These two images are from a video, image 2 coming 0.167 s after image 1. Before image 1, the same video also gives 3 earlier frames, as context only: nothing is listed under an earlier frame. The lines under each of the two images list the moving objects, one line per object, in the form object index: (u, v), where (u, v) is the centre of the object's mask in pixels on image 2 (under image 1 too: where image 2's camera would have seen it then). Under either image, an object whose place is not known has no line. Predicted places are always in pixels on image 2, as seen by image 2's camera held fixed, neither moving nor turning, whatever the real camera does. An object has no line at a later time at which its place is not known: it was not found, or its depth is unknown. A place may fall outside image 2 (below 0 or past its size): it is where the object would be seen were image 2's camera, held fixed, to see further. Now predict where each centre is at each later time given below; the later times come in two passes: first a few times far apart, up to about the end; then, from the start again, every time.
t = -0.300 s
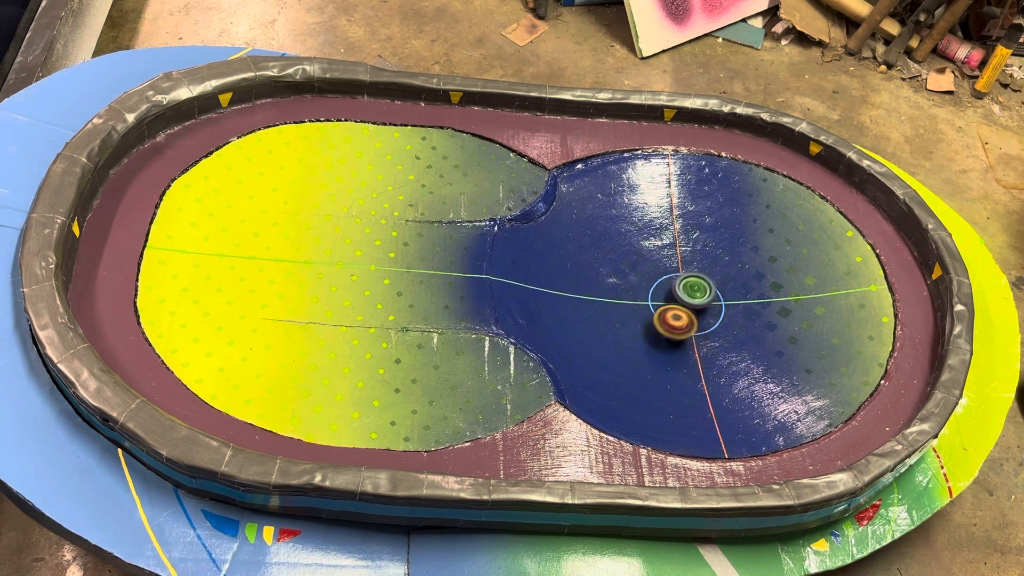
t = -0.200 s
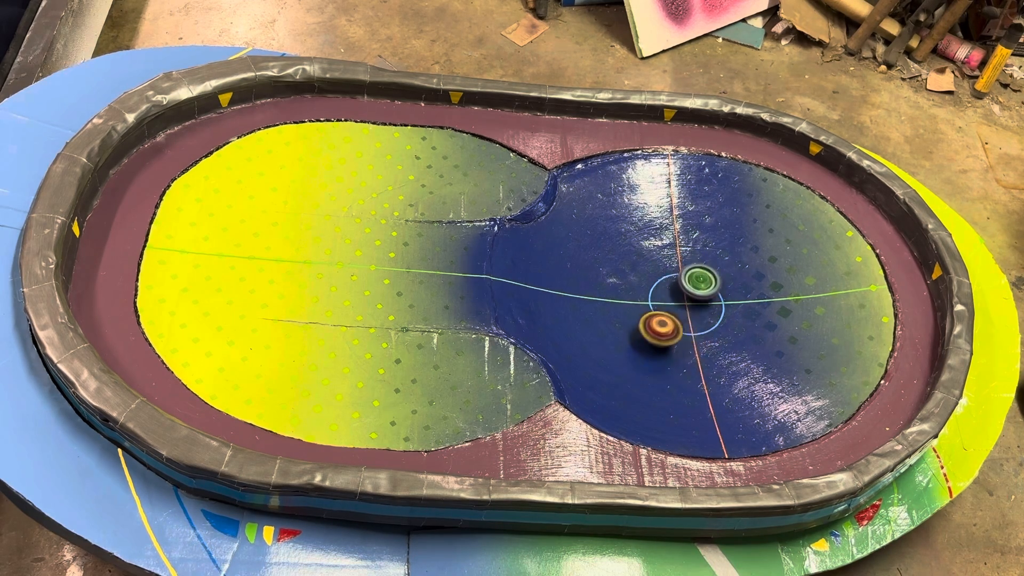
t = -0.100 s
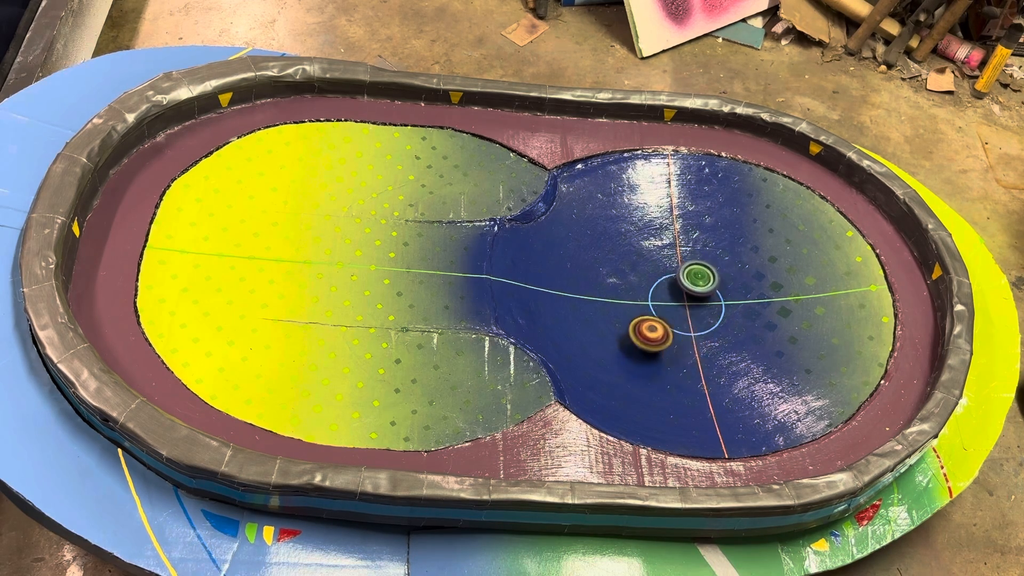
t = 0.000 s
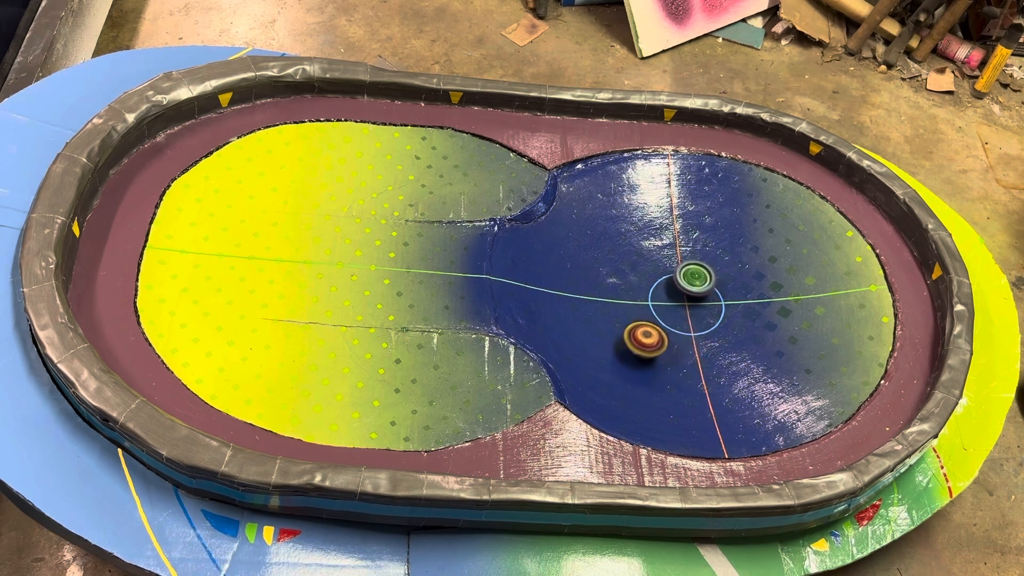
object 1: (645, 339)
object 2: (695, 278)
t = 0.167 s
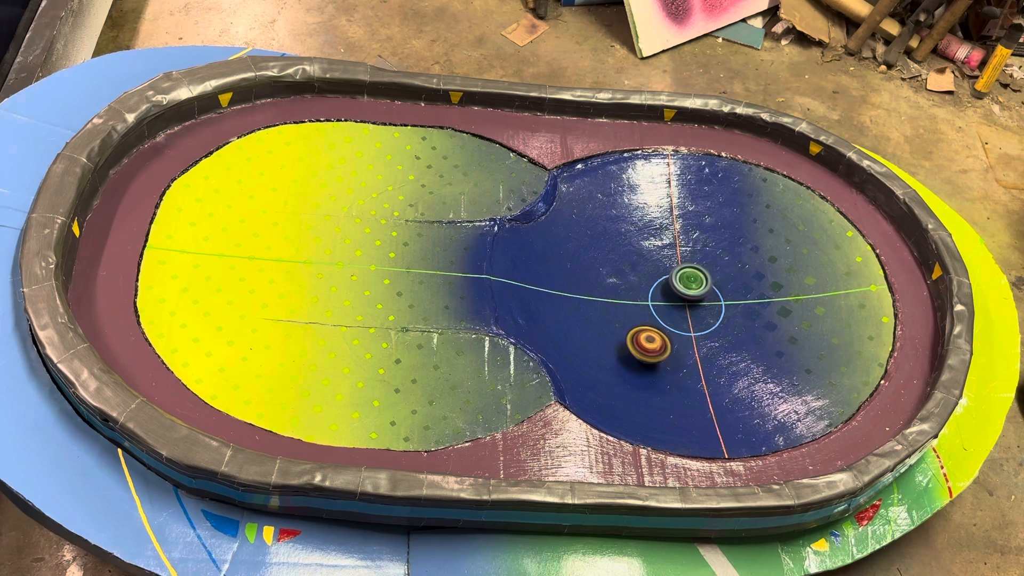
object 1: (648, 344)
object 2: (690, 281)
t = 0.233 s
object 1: (653, 344)
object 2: (689, 283)
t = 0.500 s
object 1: (668, 324)
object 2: (694, 291)
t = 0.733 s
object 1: (660, 303)
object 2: (696, 287)
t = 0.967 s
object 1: (629, 283)
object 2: (705, 288)
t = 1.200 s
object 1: (611, 287)
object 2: (702, 291)
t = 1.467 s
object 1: (632, 303)
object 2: (700, 294)
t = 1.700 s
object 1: (646, 283)
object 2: (715, 300)
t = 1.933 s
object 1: (624, 255)
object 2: (734, 307)
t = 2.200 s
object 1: (609, 261)
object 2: (724, 308)
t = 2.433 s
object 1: (626, 283)
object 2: (709, 307)
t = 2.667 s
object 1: (659, 279)
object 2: (701, 310)
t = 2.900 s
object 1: (657, 249)
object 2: (704, 320)
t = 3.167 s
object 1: (648, 234)
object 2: (692, 316)
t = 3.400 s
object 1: (645, 243)
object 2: (683, 313)
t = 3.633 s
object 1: (671, 265)
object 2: (683, 312)
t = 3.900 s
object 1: (711, 262)
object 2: (680, 314)
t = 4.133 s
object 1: (726, 251)
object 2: (683, 308)
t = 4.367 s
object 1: (721, 250)
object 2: (686, 301)
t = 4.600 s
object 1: (713, 265)
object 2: (688, 296)
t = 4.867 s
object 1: (733, 265)
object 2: (675, 306)
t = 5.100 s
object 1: (731, 270)
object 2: (684, 305)
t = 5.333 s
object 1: (735, 285)
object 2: (682, 305)
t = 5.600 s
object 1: (747, 287)
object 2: (676, 308)
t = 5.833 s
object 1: (733, 292)
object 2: (682, 309)
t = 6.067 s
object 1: (723, 302)
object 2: (677, 308)
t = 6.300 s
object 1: (723, 307)
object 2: (673, 308)
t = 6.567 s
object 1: (743, 320)
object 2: (657, 301)
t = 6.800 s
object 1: (742, 317)
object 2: (654, 295)
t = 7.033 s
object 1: (718, 318)
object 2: (653, 292)
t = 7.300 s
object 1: (691, 319)
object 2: (657, 286)
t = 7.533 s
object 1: (666, 325)
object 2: (663, 284)
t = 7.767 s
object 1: (653, 330)
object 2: (671, 285)
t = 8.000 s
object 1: (658, 330)
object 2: (678, 287)
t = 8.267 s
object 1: (659, 316)
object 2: (688, 291)
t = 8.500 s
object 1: (646, 316)
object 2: (695, 293)
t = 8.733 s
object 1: (654, 318)
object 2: (693, 297)
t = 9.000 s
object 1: (631, 311)
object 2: (717, 300)
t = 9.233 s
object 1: (618, 314)
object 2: (708, 301)
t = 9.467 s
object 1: (630, 309)
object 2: (696, 299)
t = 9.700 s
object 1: (638, 291)
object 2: (696, 296)
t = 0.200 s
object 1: (650, 344)
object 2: (689, 282)
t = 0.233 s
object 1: (653, 344)
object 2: (689, 283)
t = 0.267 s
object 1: (656, 343)
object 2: (688, 284)
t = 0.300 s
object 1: (659, 342)
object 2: (689, 285)
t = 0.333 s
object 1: (661, 340)
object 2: (690, 287)
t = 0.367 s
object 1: (663, 337)
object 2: (690, 289)
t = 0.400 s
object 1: (665, 334)
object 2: (691, 290)
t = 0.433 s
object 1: (666, 330)
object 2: (692, 291)
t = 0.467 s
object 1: (667, 327)
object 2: (693, 291)
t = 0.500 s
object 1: (668, 324)
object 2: (694, 291)
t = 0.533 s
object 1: (669, 321)
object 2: (695, 290)
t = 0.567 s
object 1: (669, 318)
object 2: (695, 289)
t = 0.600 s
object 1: (669, 314)
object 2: (695, 289)
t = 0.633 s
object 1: (668, 311)
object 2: (695, 288)
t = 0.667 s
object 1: (665, 309)
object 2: (695, 287)
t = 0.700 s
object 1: (662, 306)
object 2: (696, 287)
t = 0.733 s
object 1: (660, 303)
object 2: (696, 287)
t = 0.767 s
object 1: (657, 300)
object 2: (696, 288)
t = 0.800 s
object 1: (656, 297)
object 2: (695, 288)
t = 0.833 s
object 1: (651, 293)
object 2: (698, 288)
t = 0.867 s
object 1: (645, 290)
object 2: (701, 288)
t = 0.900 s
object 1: (640, 287)
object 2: (703, 288)
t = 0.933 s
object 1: (635, 285)
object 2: (705, 288)
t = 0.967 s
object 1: (629, 283)
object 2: (705, 288)
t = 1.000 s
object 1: (624, 282)
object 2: (705, 288)
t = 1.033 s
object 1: (621, 282)
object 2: (705, 288)
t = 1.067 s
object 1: (618, 282)
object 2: (704, 289)
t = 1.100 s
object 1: (615, 283)
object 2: (704, 289)
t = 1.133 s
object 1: (613, 284)
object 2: (703, 290)
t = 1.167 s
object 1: (612, 286)
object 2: (702, 290)
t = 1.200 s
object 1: (611, 287)
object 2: (702, 291)
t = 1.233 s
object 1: (612, 290)
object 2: (701, 291)
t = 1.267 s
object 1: (613, 292)
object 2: (701, 292)
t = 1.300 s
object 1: (614, 295)
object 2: (700, 292)
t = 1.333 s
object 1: (617, 298)
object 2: (700, 292)
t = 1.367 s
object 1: (620, 300)
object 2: (701, 293)
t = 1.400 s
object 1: (624, 301)
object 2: (700, 293)
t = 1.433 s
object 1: (628, 302)
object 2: (700, 294)
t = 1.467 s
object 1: (632, 303)
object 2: (700, 294)
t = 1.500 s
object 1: (636, 303)
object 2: (700, 294)
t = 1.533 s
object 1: (641, 302)
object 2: (700, 294)
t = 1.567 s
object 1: (646, 301)
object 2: (700, 295)
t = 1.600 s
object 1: (651, 298)
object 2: (699, 295)
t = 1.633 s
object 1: (656, 295)
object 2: (699, 295)
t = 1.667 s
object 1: (652, 287)
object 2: (707, 297)
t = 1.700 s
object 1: (646, 283)
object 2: (715, 300)
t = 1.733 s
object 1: (642, 277)
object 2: (722, 301)
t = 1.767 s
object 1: (639, 271)
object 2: (727, 303)
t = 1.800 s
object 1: (635, 267)
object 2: (731, 304)
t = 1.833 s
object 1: (632, 263)
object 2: (733, 305)
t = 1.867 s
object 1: (629, 260)
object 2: (734, 305)
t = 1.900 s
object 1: (627, 257)
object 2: (734, 306)
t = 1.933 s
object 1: (624, 255)
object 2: (734, 307)
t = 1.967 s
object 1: (621, 254)
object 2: (734, 307)
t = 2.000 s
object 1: (619, 253)
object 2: (733, 308)
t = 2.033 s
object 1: (617, 253)
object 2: (732, 308)
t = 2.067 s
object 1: (615, 254)
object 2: (731, 308)
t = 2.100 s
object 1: (613, 256)
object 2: (729, 308)
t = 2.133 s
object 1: (612, 257)
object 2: (728, 308)
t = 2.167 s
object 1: (610, 259)
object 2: (726, 308)
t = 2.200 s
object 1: (609, 261)
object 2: (724, 308)
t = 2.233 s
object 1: (608, 264)
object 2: (722, 308)
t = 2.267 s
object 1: (609, 268)
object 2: (719, 308)
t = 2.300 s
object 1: (611, 272)
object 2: (717, 308)
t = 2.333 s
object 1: (613, 275)
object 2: (715, 308)
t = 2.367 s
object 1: (617, 278)
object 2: (713, 308)
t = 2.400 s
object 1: (622, 281)
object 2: (711, 308)
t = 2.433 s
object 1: (626, 283)
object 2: (709, 307)
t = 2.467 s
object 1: (631, 285)
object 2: (706, 307)
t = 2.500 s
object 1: (637, 286)
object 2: (705, 307)
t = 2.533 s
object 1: (642, 287)
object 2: (703, 307)
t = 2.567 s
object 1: (648, 287)
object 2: (702, 307)
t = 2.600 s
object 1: (653, 286)
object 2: (700, 307)
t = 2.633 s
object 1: (658, 285)
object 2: (699, 307)
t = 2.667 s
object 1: (659, 279)
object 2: (701, 310)
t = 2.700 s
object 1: (658, 273)
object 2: (703, 314)
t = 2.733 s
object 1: (657, 267)
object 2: (705, 317)
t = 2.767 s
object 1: (657, 262)
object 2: (706, 319)
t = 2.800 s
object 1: (657, 258)
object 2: (706, 320)
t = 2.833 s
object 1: (657, 254)
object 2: (706, 321)
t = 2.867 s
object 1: (657, 251)
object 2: (705, 321)
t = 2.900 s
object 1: (657, 249)
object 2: (704, 320)
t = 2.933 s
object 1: (656, 246)
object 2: (703, 319)
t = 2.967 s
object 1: (656, 244)
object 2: (701, 319)
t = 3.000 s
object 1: (655, 241)
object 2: (700, 318)
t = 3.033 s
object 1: (654, 239)
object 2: (698, 318)
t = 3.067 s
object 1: (653, 238)
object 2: (696, 317)
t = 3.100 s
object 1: (651, 236)
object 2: (695, 317)
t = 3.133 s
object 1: (650, 235)
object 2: (693, 316)
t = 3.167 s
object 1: (648, 234)
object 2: (692, 316)
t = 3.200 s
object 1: (647, 234)
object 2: (690, 315)
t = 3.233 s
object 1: (645, 234)
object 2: (689, 315)
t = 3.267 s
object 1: (644, 236)
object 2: (687, 314)
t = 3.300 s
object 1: (643, 237)
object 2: (686, 314)
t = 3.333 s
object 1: (643, 239)
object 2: (685, 314)
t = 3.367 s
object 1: (644, 241)
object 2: (684, 314)
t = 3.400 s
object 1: (645, 243)
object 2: (683, 313)
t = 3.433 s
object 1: (647, 246)
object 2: (682, 313)
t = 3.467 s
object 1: (651, 249)
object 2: (682, 313)
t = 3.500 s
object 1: (655, 252)
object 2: (682, 313)
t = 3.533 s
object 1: (658, 256)
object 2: (683, 313)
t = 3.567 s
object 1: (662, 259)
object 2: (683, 313)
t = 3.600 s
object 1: (667, 262)
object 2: (683, 312)
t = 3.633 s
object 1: (671, 265)
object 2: (683, 312)
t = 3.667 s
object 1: (676, 267)
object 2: (683, 311)
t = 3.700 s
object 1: (681, 270)
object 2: (682, 310)
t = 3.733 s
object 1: (686, 271)
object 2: (683, 309)
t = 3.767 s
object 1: (692, 269)
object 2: (682, 312)
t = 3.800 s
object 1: (698, 268)
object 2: (681, 313)
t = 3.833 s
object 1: (703, 266)
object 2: (680, 314)
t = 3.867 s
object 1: (707, 264)
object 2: (680, 314)
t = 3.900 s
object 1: (711, 262)
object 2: (680, 314)
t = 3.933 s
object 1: (714, 261)
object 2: (680, 313)
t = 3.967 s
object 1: (718, 259)
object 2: (680, 312)
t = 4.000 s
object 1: (721, 257)
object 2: (680, 312)
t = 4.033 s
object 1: (723, 255)
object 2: (681, 310)
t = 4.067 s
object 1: (724, 254)
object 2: (682, 310)
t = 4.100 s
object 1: (725, 252)
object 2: (682, 309)
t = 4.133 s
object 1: (726, 251)
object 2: (683, 308)
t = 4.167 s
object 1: (727, 250)
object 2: (683, 307)
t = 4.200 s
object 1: (727, 249)
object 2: (683, 306)
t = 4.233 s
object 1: (726, 248)
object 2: (684, 305)
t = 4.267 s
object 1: (724, 248)
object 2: (685, 304)
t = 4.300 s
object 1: (723, 248)
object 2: (685, 303)
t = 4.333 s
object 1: (721, 249)
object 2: (686, 302)
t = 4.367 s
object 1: (721, 250)
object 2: (686, 301)
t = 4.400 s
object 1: (719, 251)
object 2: (686, 300)
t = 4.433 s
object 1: (718, 253)
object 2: (687, 299)
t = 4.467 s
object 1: (716, 254)
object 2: (687, 298)
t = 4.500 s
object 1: (715, 257)
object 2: (687, 297)
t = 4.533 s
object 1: (714, 259)
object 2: (688, 296)
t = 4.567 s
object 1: (713, 262)
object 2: (688, 296)
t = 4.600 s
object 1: (713, 265)
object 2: (688, 296)
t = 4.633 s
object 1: (717, 265)
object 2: (685, 298)
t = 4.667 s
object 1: (720, 265)
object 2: (681, 300)
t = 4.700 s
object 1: (723, 265)
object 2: (678, 303)
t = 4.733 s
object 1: (725, 265)
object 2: (676, 304)
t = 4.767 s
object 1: (727, 265)
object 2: (675, 305)
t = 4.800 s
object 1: (729, 265)
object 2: (675, 306)
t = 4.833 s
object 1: (731, 265)
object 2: (675, 306)
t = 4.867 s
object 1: (733, 265)
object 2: (675, 306)
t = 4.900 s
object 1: (734, 266)
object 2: (676, 306)
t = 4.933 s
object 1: (734, 266)
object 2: (678, 306)
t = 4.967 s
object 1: (734, 266)
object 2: (679, 306)
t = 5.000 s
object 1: (733, 266)
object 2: (680, 306)
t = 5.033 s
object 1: (732, 267)
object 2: (681, 306)
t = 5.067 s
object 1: (731, 269)
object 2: (683, 306)
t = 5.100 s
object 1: (731, 270)
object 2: (684, 305)
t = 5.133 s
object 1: (731, 272)
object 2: (686, 305)
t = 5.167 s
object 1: (731, 274)
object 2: (687, 305)
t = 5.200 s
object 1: (730, 277)
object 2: (688, 304)
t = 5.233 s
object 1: (729, 280)
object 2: (689, 304)
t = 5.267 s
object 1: (728, 283)
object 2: (690, 304)
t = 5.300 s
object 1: (730, 284)
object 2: (687, 304)
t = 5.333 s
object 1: (735, 285)
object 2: (682, 305)
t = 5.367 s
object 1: (738, 286)
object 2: (678, 305)
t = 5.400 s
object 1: (741, 287)
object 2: (676, 305)
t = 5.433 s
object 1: (744, 288)
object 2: (674, 306)
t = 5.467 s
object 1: (746, 288)
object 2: (674, 306)
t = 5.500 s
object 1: (748, 289)
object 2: (674, 306)
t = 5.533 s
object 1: (748, 288)
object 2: (674, 307)
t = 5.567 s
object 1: (748, 287)
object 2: (675, 307)
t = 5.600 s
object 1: (747, 287)
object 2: (676, 308)
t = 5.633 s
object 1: (746, 286)
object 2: (676, 308)
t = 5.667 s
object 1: (744, 286)
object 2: (677, 308)
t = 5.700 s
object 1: (742, 287)
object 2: (678, 308)
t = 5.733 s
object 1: (740, 288)
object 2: (679, 308)
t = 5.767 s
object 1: (738, 289)
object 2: (680, 309)
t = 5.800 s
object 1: (735, 290)
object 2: (681, 309)
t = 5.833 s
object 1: (733, 292)
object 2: (682, 309)
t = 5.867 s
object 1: (731, 294)
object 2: (683, 309)
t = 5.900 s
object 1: (728, 296)
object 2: (684, 309)
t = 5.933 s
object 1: (727, 297)
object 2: (682, 309)
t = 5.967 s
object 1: (727, 299)
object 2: (679, 309)
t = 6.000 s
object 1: (725, 300)
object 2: (678, 309)
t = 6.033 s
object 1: (724, 301)
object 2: (677, 309)
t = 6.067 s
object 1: (723, 302)
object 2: (677, 308)
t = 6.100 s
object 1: (722, 303)
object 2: (677, 308)
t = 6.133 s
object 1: (724, 305)
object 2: (674, 308)
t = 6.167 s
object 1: (725, 306)
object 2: (673, 307)
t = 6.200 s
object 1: (725, 307)
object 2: (672, 307)
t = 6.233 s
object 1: (725, 306)
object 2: (672, 307)
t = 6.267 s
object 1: (724, 306)
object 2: (673, 307)
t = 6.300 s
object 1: (723, 307)
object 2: (673, 308)
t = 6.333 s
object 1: (722, 309)
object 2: (674, 308)
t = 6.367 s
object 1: (723, 311)
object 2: (672, 307)
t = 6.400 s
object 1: (728, 314)
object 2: (667, 306)
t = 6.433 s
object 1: (732, 316)
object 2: (663, 304)
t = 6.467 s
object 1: (735, 317)
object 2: (660, 303)
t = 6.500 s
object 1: (738, 319)
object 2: (659, 302)
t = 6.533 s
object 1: (741, 320)
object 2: (658, 301)
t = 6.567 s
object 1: (743, 320)
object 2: (657, 301)
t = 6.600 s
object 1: (745, 320)
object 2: (656, 300)
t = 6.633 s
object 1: (746, 319)
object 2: (656, 299)
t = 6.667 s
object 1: (746, 319)
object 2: (655, 298)
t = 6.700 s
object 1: (746, 319)
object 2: (655, 297)
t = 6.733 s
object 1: (745, 318)
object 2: (655, 297)
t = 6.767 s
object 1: (744, 318)
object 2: (654, 296)
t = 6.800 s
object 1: (742, 317)
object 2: (654, 295)
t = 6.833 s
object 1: (739, 316)
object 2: (654, 294)
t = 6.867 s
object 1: (735, 316)
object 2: (653, 293)
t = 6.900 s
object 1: (731, 316)
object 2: (653, 293)
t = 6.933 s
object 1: (727, 316)
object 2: (653, 292)
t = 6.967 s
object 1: (724, 316)
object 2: (653, 292)
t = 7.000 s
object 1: (721, 317)
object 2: (653, 292)
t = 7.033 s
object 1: (718, 318)
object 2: (653, 292)
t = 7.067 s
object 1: (716, 319)
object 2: (654, 291)
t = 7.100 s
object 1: (713, 319)
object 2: (654, 290)
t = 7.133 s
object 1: (710, 319)
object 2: (655, 290)
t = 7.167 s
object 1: (706, 319)
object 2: (655, 289)
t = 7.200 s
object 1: (703, 319)
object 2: (656, 288)
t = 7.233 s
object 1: (699, 319)
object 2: (656, 287)
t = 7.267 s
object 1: (695, 319)
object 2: (656, 286)
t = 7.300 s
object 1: (691, 319)
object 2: (657, 286)
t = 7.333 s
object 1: (687, 319)
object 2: (658, 285)
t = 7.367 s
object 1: (683, 319)
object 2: (658, 285)
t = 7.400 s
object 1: (679, 320)
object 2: (659, 284)
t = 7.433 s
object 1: (675, 322)
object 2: (660, 284)
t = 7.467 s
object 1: (672, 323)
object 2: (661, 283)
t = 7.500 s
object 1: (669, 324)
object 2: (662, 284)
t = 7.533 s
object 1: (666, 325)
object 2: (663, 284)
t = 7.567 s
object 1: (664, 326)
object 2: (664, 284)
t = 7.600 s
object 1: (662, 327)
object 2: (665, 284)
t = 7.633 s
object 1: (660, 328)
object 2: (667, 284)
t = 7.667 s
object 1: (658, 329)
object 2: (668, 284)
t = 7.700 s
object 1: (656, 330)
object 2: (669, 284)
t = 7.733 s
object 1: (654, 330)
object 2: (670, 284)
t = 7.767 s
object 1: (653, 330)
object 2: (671, 285)
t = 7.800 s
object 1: (653, 331)
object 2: (672, 285)
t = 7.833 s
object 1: (653, 332)
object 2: (673, 285)
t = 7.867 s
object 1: (654, 332)
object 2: (674, 285)
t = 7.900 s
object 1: (654, 332)
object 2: (675, 286)
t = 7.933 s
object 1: (655, 331)
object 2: (676, 286)
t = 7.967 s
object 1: (657, 331)
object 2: (677, 287)
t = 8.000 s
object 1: (658, 330)
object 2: (678, 287)
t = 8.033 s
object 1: (659, 328)
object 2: (678, 288)
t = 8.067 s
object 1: (660, 326)
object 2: (680, 289)
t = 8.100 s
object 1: (661, 324)
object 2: (681, 289)
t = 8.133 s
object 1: (662, 322)
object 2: (682, 290)
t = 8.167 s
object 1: (664, 319)
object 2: (682, 290)
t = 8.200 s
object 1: (664, 317)
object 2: (683, 290)
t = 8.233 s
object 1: (661, 316)
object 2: (686, 291)
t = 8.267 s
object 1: (659, 316)
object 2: (688, 291)
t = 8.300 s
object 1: (656, 317)
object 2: (690, 291)
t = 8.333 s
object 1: (655, 316)
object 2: (692, 291)
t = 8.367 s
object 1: (653, 316)
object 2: (694, 291)
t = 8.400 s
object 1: (651, 317)
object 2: (694, 292)
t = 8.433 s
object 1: (648, 316)
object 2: (695, 293)
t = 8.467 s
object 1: (647, 316)
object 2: (695, 293)
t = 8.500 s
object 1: (646, 316)
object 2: (695, 293)
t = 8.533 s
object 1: (646, 317)
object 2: (695, 293)
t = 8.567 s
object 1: (646, 318)
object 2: (694, 293)
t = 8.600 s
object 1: (648, 319)
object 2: (694, 294)
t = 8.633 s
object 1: (650, 320)
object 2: (694, 295)
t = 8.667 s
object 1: (651, 320)
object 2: (694, 296)
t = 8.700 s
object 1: (653, 319)
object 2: (694, 297)
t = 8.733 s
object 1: (654, 318)
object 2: (693, 297)
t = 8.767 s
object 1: (656, 316)
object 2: (693, 298)
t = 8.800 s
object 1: (657, 315)
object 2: (692, 299)
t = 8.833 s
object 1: (657, 313)
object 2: (694, 299)
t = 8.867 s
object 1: (650, 312)
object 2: (700, 299)
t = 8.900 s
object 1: (643, 311)
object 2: (706, 299)
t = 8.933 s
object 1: (638, 311)
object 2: (711, 300)
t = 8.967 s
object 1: (635, 311)
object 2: (715, 300)
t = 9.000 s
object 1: (631, 311)
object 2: (717, 300)
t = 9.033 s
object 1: (627, 311)
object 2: (717, 300)
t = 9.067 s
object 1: (624, 311)
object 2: (716, 300)
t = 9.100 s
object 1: (621, 311)
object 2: (715, 300)
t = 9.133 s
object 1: (619, 311)
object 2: (713, 300)
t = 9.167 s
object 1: (617, 311)
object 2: (712, 301)
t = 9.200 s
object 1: (617, 312)
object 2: (710, 301)
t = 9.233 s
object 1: (618, 314)
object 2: (708, 301)
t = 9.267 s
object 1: (619, 316)
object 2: (706, 301)
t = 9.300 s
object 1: (621, 317)
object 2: (704, 301)
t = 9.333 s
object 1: (624, 317)
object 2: (703, 300)
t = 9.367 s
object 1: (626, 316)
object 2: (701, 300)
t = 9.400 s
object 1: (627, 315)
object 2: (699, 300)
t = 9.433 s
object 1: (628, 312)
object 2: (698, 299)
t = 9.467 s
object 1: (630, 309)
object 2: (696, 299)
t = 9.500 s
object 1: (631, 307)
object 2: (695, 299)
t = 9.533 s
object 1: (632, 304)
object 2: (693, 298)
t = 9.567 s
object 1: (635, 301)
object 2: (692, 297)
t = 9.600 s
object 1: (637, 299)
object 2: (691, 297)
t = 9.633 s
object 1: (641, 297)
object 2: (689, 296)
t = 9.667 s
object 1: (645, 295)
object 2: (688, 296)
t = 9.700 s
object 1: (638, 291)
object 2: (696, 296)
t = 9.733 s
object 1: (631, 287)
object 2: (705, 297)
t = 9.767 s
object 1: (626, 284)
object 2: (712, 298)
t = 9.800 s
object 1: (623, 281)
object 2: (718, 299)
